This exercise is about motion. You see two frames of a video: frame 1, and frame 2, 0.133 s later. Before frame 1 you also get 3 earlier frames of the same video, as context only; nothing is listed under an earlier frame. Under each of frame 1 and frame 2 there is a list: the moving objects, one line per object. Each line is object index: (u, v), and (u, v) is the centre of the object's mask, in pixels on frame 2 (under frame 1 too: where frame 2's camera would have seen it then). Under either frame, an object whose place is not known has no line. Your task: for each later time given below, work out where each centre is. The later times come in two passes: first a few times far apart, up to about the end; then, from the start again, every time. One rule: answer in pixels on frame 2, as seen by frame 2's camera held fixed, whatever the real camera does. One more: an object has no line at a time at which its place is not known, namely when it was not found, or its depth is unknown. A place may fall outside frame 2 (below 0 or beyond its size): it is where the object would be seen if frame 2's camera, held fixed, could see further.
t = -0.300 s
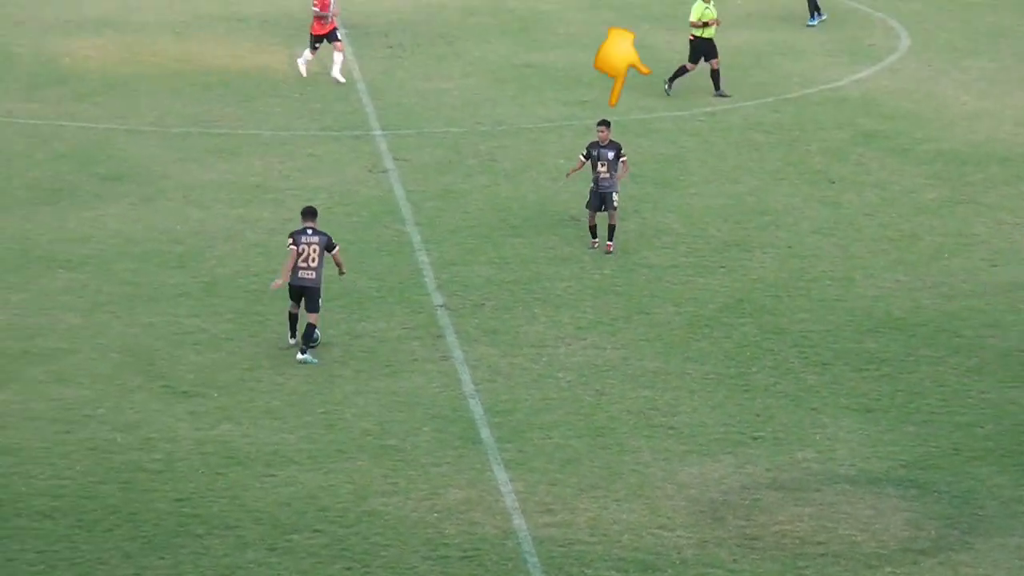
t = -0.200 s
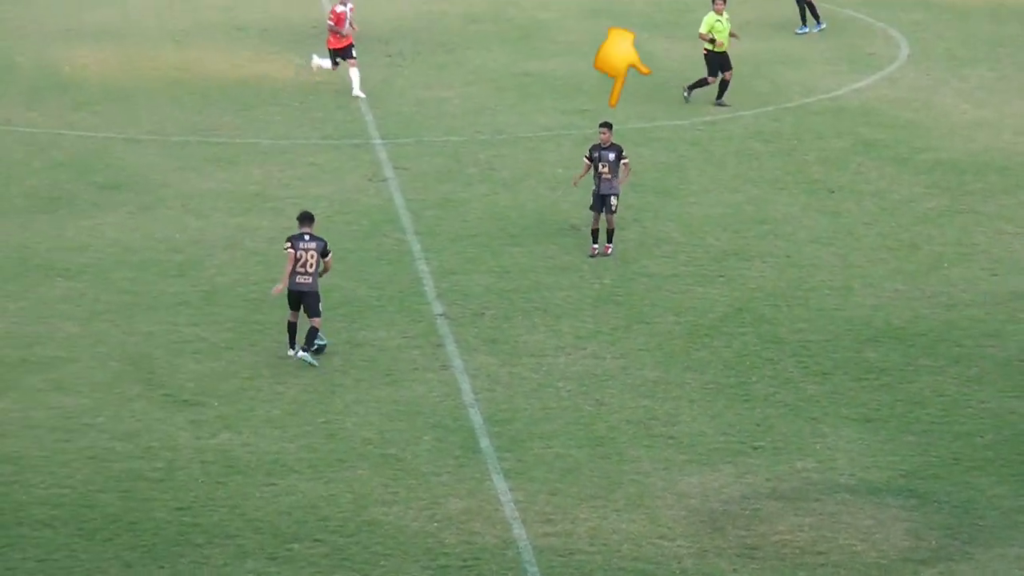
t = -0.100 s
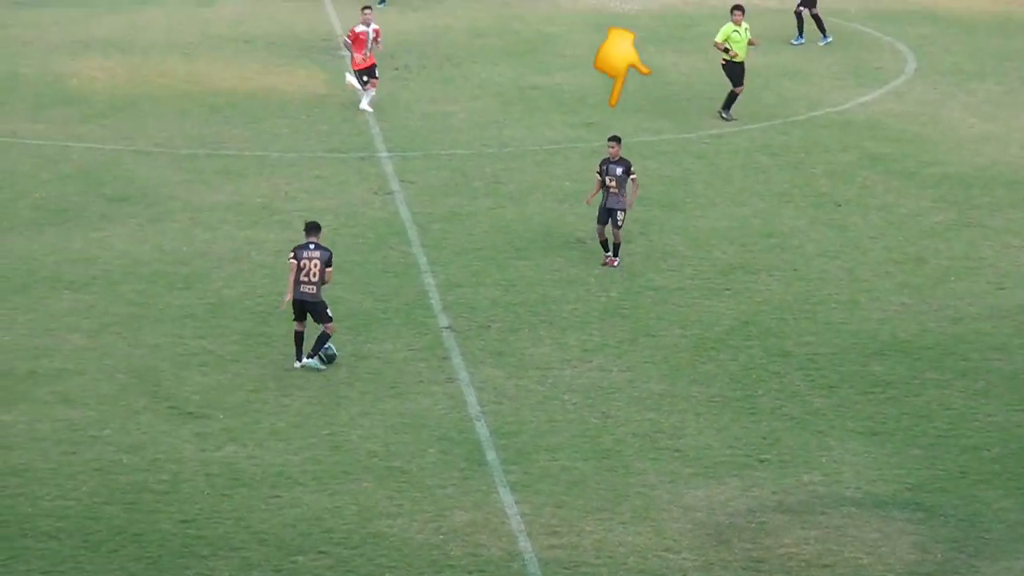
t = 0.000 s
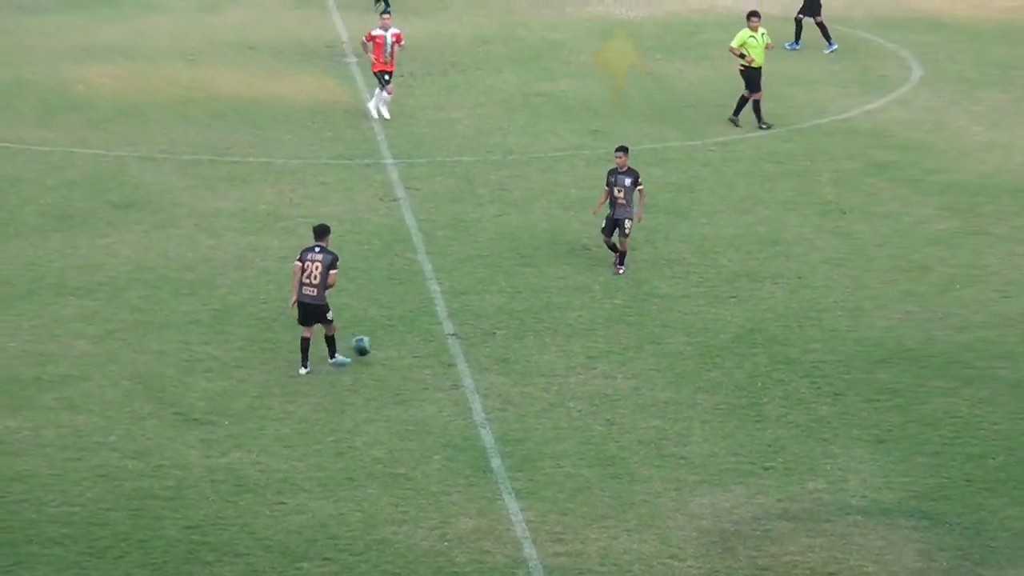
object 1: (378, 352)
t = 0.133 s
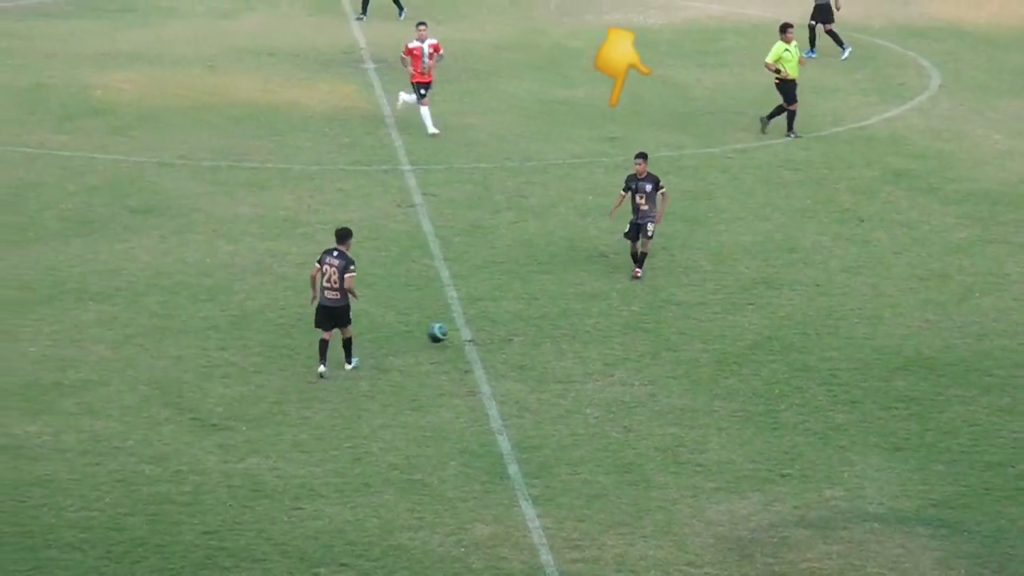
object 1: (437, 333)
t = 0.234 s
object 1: (478, 326)
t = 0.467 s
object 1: (548, 301)
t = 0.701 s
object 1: (600, 283)
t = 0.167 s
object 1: (451, 331)
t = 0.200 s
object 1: (465, 330)
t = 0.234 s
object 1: (478, 326)
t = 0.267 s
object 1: (488, 319)
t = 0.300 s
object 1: (499, 314)
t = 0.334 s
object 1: (508, 310)
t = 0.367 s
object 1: (519, 307)
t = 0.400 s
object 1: (530, 305)
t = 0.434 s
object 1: (538, 304)
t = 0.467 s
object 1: (548, 301)
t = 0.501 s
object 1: (556, 296)
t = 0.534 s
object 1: (564, 293)
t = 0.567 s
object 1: (572, 290)
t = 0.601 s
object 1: (579, 288)
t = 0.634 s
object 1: (587, 288)
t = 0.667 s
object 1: (594, 288)
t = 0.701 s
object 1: (600, 283)
